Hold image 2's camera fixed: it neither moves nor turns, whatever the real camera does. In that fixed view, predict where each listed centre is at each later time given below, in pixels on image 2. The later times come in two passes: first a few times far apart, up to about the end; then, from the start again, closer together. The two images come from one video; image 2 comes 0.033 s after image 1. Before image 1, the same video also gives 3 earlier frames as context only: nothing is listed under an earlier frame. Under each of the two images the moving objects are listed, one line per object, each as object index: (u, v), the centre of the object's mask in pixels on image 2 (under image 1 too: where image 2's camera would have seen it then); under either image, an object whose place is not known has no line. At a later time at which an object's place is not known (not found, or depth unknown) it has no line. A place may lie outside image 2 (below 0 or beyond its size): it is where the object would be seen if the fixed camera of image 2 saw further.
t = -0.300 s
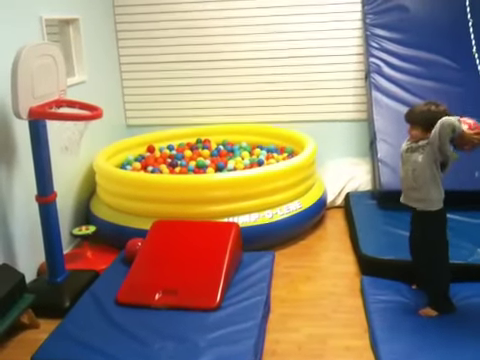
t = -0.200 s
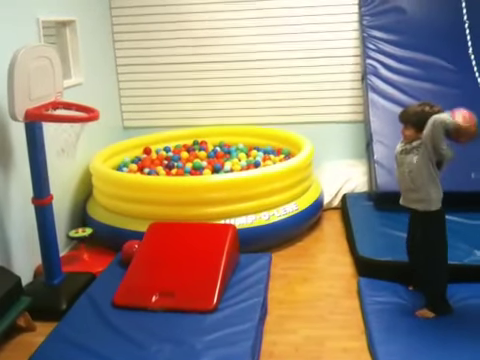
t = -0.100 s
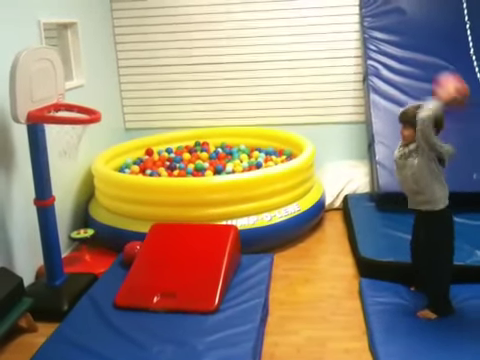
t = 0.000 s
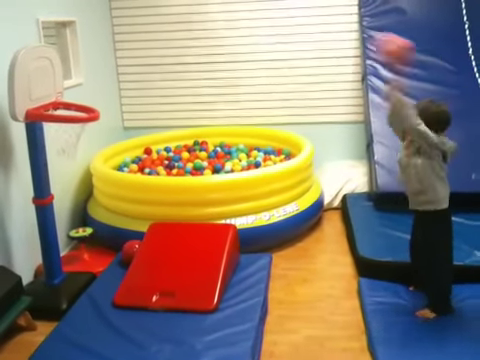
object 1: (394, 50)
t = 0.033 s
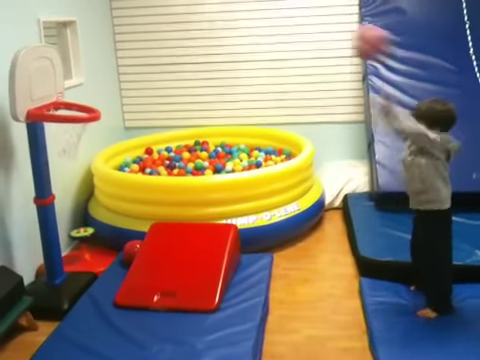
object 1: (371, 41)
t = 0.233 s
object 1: (219, 33)
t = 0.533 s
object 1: (60, 135)
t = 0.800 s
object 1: (107, 261)
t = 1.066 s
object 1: (112, 266)
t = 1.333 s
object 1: (113, 270)
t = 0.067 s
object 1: (348, 36)
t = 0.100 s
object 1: (319, 32)
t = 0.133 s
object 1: (294, 29)
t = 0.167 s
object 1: (268, 29)
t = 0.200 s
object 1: (244, 29)
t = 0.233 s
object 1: (219, 33)
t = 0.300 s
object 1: (172, 47)
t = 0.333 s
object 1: (147, 56)
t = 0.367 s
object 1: (124, 69)
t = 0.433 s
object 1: (83, 96)
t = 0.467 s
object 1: (62, 107)
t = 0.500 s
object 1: (55, 124)
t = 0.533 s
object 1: (60, 135)
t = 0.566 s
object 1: (65, 144)
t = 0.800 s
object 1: (107, 261)
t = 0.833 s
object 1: (110, 277)
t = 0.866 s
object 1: (112, 273)
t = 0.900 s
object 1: (114, 267)
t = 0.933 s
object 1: (113, 263)
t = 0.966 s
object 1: (112, 263)
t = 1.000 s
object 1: (112, 262)
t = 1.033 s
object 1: (112, 264)
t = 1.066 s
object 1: (112, 266)
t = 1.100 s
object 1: (113, 270)
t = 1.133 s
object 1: (114, 271)
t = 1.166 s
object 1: (114, 270)
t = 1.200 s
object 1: (115, 268)
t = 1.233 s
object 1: (115, 269)
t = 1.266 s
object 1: (114, 270)
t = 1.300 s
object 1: (114, 269)
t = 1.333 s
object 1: (113, 270)
